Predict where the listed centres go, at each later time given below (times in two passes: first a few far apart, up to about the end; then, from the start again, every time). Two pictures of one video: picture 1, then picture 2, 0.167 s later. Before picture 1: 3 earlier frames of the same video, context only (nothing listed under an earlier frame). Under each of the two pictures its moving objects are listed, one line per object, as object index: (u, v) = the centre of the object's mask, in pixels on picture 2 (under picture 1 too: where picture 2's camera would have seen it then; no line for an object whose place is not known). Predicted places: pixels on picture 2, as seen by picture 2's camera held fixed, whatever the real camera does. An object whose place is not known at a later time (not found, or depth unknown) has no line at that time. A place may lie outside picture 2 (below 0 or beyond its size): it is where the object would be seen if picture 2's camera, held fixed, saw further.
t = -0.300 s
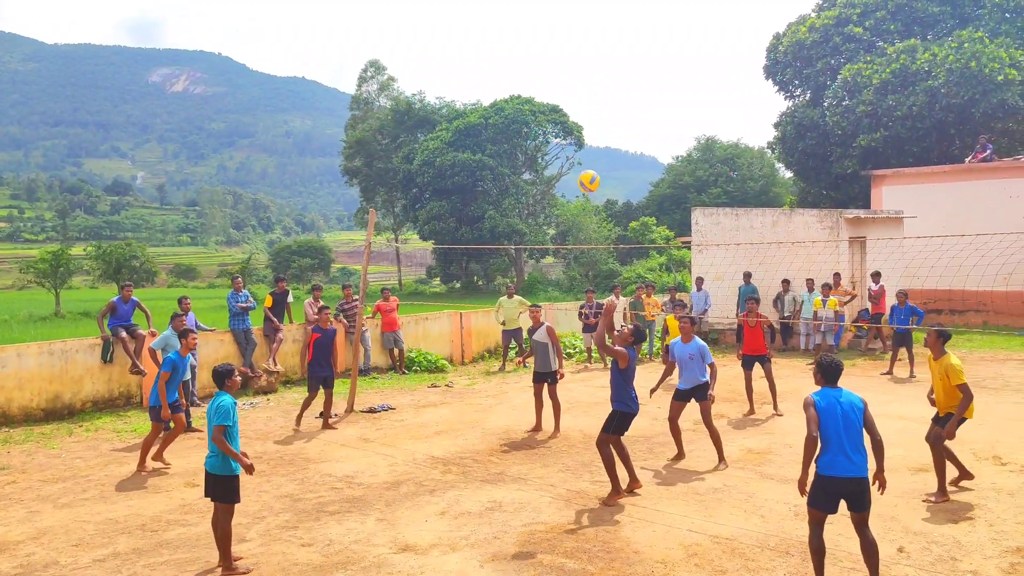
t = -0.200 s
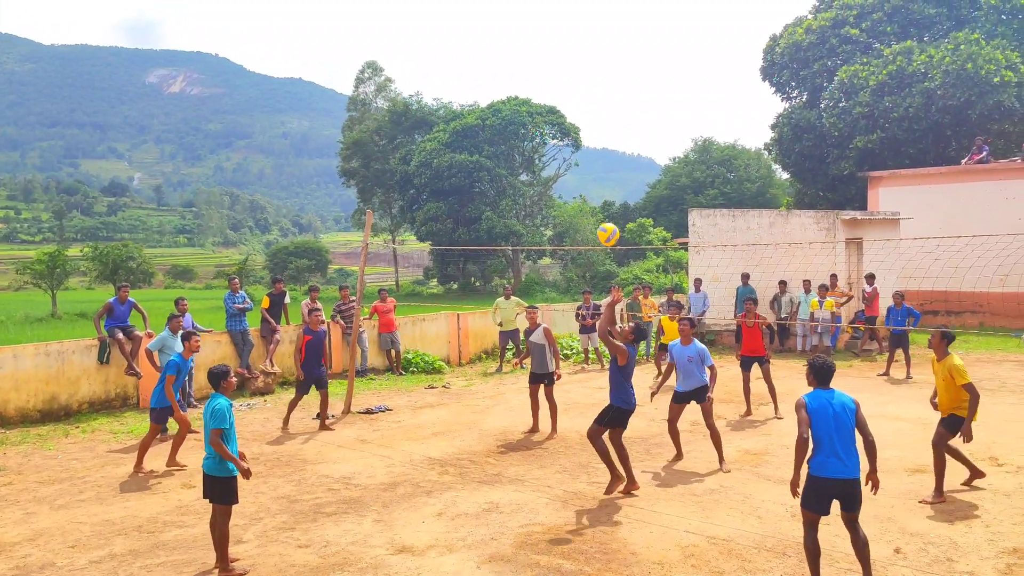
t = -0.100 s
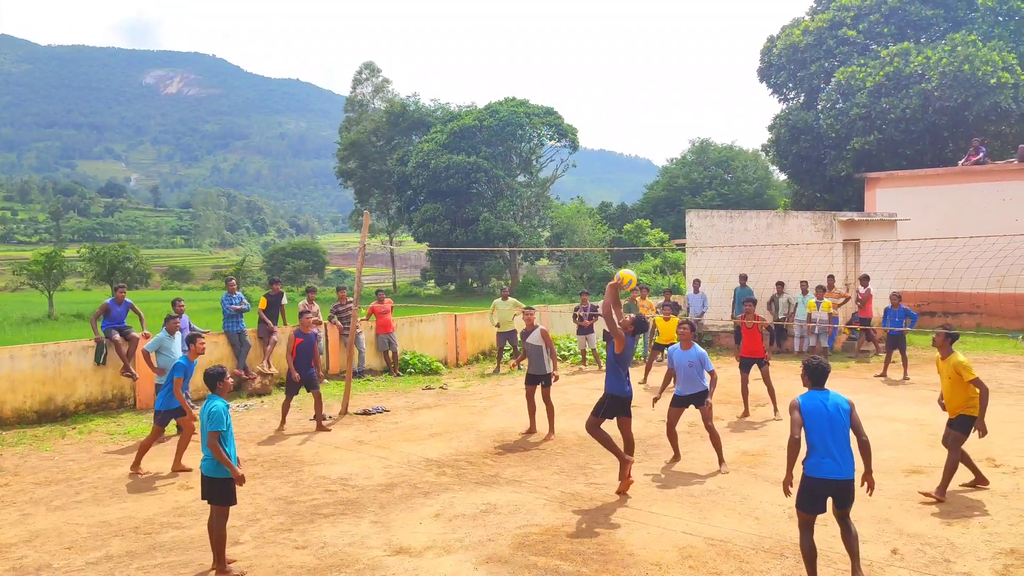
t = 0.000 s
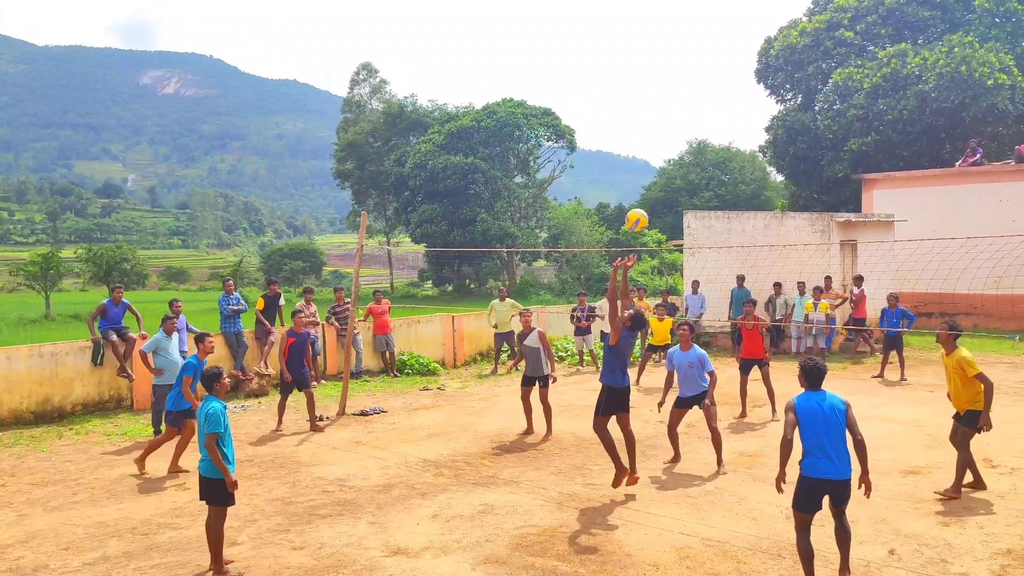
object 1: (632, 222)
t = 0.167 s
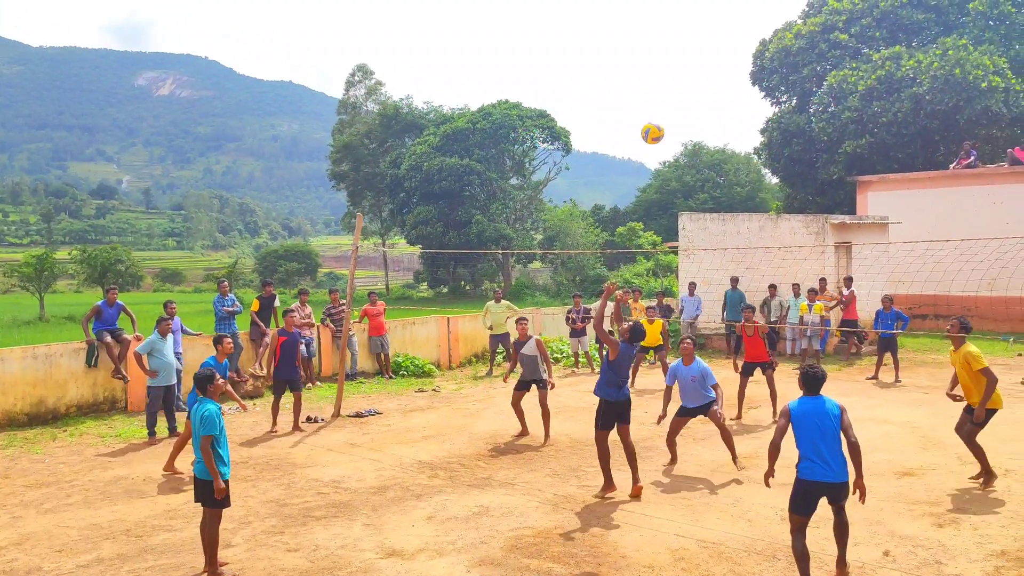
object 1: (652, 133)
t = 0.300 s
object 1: (669, 81)
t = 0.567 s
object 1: (704, 30)
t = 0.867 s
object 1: (747, 66)
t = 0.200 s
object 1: (656, 119)
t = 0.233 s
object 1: (661, 105)
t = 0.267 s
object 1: (665, 93)
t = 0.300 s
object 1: (669, 81)
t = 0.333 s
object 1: (673, 71)
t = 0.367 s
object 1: (677, 61)
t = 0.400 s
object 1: (682, 53)
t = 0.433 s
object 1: (686, 46)
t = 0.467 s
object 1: (691, 41)
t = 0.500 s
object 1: (695, 36)
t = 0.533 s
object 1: (699, 33)
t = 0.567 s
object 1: (704, 30)
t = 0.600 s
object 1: (709, 29)
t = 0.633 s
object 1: (713, 30)
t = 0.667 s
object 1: (718, 31)
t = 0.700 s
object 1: (723, 34)
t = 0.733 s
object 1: (727, 37)
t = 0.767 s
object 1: (732, 43)
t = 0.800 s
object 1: (737, 49)
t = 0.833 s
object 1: (742, 57)
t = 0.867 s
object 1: (747, 66)
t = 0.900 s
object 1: (752, 76)
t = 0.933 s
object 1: (756, 88)
